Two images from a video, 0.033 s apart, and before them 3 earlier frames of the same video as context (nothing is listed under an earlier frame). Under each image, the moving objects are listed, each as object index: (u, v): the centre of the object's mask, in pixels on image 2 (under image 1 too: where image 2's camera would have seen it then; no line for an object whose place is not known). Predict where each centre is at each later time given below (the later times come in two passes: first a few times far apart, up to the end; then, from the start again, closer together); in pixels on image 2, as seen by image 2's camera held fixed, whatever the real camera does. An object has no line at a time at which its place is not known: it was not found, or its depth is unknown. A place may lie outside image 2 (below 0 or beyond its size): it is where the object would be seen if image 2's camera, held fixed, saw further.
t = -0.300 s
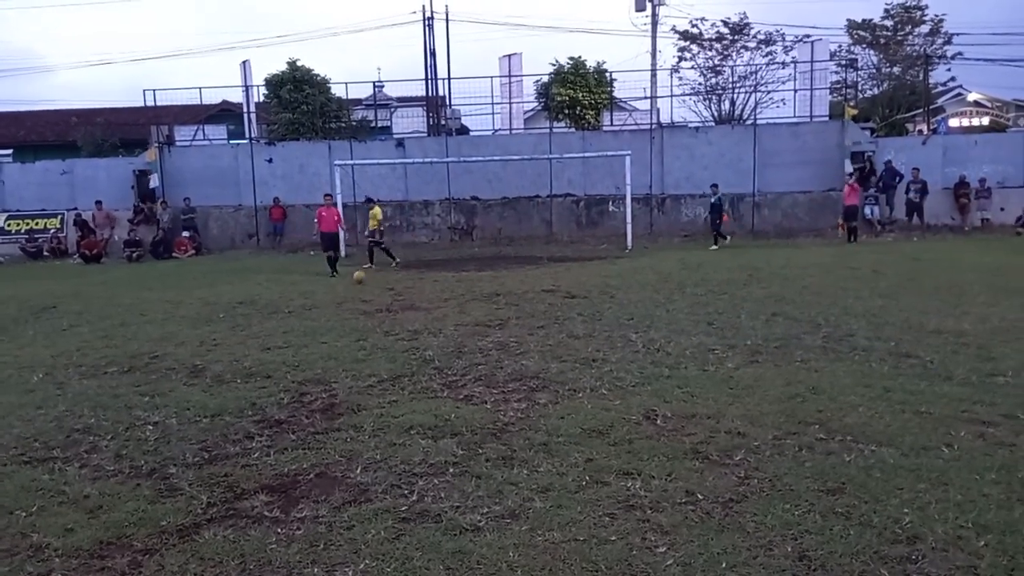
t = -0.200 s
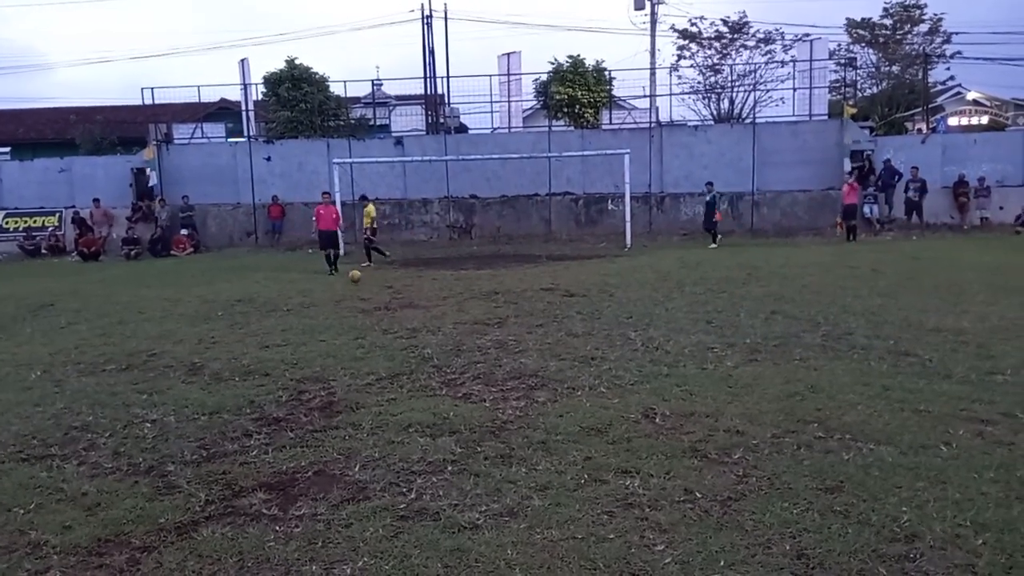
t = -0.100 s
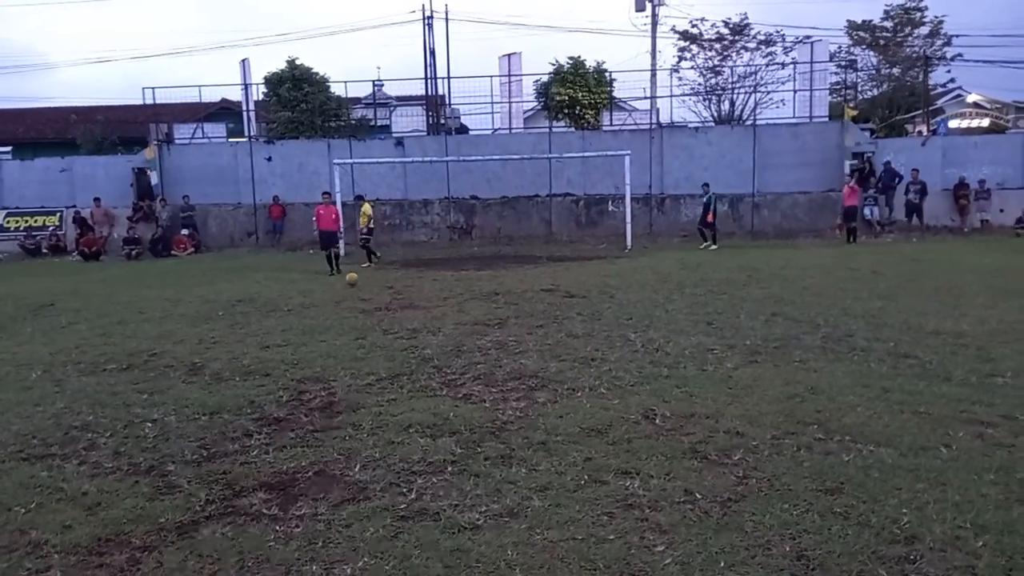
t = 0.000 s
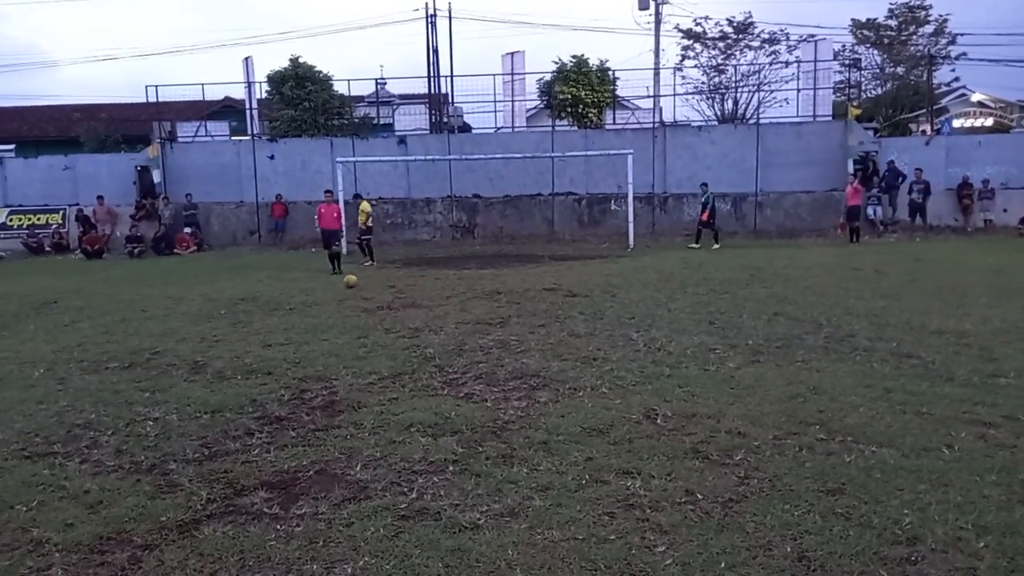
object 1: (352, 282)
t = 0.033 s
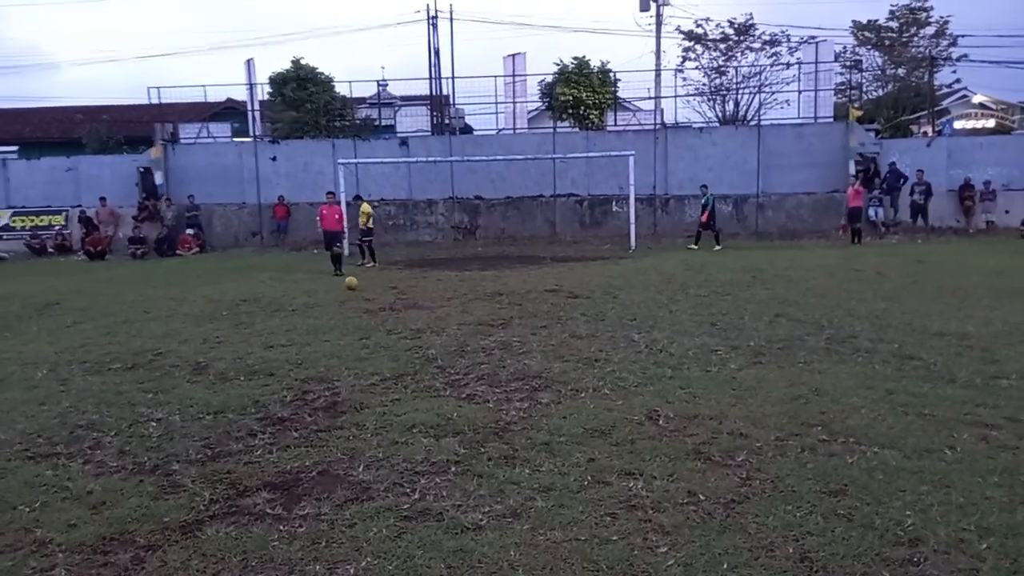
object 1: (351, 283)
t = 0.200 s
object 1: (344, 287)
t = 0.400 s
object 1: (338, 291)
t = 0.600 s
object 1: (330, 294)
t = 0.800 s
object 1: (323, 300)
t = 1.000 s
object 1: (316, 306)
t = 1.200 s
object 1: (310, 313)
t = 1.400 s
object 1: (304, 322)
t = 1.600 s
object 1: (299, 329)
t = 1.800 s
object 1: (291, 339)
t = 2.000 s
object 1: (283, 348)
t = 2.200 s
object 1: (274, 354)
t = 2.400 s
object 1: (265, 369)
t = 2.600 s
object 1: (255, 382)
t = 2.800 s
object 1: (241, 397)
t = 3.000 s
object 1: (226, 407)
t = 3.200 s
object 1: (210, 429)
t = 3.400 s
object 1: (192, 447)
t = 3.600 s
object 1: (175, 470)
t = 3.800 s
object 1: (154, 492)
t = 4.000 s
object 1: (132, 521)
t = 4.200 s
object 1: (110, 548)
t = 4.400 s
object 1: (93, 571)
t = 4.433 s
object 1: (91, 573)
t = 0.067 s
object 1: (349, 284)
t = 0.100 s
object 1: (348, 285)
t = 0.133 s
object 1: (347, 285)
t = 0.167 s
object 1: (346, 286)
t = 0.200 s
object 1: (344, 287)
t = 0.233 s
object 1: (343, 287)
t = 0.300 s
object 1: (341, 288)
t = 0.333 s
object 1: (340, 289)
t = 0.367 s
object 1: (339, 291)
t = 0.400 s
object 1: (338, 291)
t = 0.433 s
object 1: (336, 291)
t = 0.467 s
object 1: (335, 292)
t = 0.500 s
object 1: (334, 294)
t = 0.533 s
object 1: (333, 295)
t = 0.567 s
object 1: (331, 295)
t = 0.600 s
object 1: (330, 294)
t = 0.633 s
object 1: (329, 294)
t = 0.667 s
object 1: (327, 295)
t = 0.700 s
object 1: (326, 297)
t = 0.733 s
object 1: (325, 300)
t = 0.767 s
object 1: (323, 301)
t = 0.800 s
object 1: (323, 300)
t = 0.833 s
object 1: (321, 300)
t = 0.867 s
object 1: (320, 301)
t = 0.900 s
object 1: (319, 303)
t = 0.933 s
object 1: (318, 305)
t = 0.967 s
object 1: (317, 306)
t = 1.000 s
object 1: (316, 306)
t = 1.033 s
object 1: (315, 307)
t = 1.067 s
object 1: (314, 308)
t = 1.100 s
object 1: (313, 311)
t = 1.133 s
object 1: (312, 313)
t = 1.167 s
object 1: (311, 313)
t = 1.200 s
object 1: (310, 313)
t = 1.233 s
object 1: (309, 315)
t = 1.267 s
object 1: (308, 317)
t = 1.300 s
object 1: (307, 318)
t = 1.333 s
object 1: (306, 319)
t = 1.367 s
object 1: (305, 320)
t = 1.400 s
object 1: (304, 322)
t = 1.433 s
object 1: (303, 322)
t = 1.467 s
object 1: (303, 323)
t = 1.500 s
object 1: (302, 324)
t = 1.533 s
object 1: (301, 327)
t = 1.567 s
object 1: (300, 329)
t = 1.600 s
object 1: (299, 329)
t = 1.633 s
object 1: (297, 330)
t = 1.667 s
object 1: (296, 331)
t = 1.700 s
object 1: (295, 333)
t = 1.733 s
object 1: (294, 336)
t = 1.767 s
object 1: (293, 337)
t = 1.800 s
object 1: (291, 339)
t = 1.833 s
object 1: (290, 341)
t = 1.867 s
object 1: (289, 342)
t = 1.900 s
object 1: (288, 344)
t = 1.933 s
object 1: (286, 345)
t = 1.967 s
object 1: (284, 347)
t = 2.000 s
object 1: (283, 348)
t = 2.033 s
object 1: (282, 349)
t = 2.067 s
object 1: (280, 351)
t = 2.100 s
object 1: (279, 353)
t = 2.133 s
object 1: (277, 352)
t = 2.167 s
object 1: (276, 353)
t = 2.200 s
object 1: (274, 354)
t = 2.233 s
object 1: (273, 357)
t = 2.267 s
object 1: (271, 362)
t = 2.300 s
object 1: (269, 365)
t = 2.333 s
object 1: (268, 365)
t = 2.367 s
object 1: (267, 366)
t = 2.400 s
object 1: (265, 369)
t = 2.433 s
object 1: (263, 372)
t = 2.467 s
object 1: (262, 374)
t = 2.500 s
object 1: (260, 375)
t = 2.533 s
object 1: (259, 376)
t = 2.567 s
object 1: (258, 380)
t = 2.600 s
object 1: (255, 382)
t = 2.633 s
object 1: (253, 384)
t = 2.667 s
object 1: (251, 386)
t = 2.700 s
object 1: (249, 386)
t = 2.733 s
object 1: (246, 388)
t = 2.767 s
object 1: (244, 392)
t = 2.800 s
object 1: (241, 397)
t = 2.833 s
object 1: (238, 397)
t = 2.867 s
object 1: (237, 398)
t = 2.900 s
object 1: (234, 400)
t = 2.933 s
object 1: (231, 406)
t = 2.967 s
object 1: (228, 408)
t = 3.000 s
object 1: (226, 407)
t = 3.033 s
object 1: (221, 407)
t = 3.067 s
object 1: (219, 409)
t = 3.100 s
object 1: (216, 413)
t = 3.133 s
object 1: (213, 418)
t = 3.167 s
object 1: (212, 426)
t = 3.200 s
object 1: (210, 429)
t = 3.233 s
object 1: (206, 429)
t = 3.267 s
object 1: (203, 432)
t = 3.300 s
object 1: (200, 436)
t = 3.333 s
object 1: (198, 441)
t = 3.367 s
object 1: (195, 444)
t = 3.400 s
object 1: (192, 447)
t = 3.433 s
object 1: (189, 451)
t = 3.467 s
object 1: (186, 453)
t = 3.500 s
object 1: (184, 455)
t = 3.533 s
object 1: (181, 459)
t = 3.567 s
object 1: (178, 466)
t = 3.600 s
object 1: (175, 470)
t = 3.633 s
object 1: (171, 472)
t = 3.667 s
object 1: (168, 477)
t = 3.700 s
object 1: (164, 479)
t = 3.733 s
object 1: (161, 481)
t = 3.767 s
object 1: (158, 486)
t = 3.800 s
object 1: (154, 492)
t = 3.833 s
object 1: (151, 498)
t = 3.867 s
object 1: (147, 502)
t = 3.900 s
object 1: (143, 506)
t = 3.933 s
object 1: (140, 511)
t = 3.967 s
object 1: (135, 516)
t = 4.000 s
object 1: (132, 521)
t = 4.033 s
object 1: (129, 527)
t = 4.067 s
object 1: (124, 529)
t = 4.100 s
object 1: (120, 532)
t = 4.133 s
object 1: (117, 537)
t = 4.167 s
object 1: (114, 544)
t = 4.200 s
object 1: (110, 548)
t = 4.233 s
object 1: (107, 550)
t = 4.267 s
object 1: (104, 554)
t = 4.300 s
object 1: (101, 562)
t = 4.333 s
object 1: (98, 566)
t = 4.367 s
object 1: (96, 568)
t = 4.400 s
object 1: (93, 571)
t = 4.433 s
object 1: (91, 573)
